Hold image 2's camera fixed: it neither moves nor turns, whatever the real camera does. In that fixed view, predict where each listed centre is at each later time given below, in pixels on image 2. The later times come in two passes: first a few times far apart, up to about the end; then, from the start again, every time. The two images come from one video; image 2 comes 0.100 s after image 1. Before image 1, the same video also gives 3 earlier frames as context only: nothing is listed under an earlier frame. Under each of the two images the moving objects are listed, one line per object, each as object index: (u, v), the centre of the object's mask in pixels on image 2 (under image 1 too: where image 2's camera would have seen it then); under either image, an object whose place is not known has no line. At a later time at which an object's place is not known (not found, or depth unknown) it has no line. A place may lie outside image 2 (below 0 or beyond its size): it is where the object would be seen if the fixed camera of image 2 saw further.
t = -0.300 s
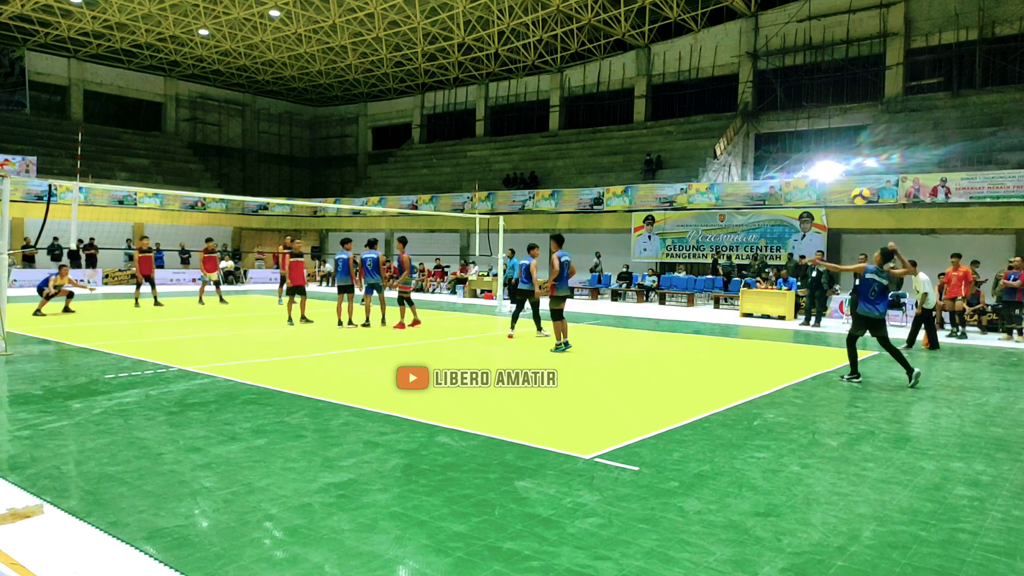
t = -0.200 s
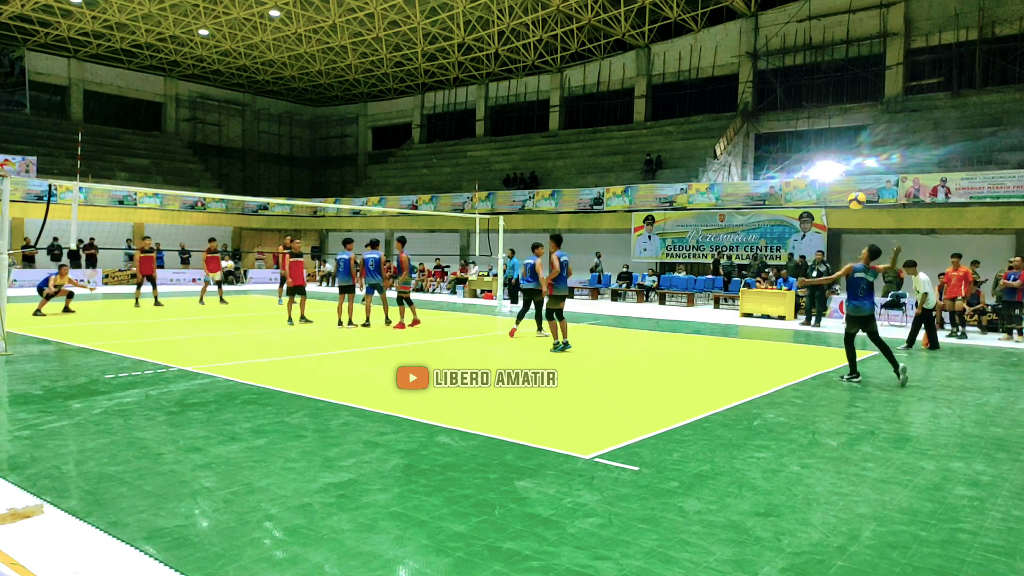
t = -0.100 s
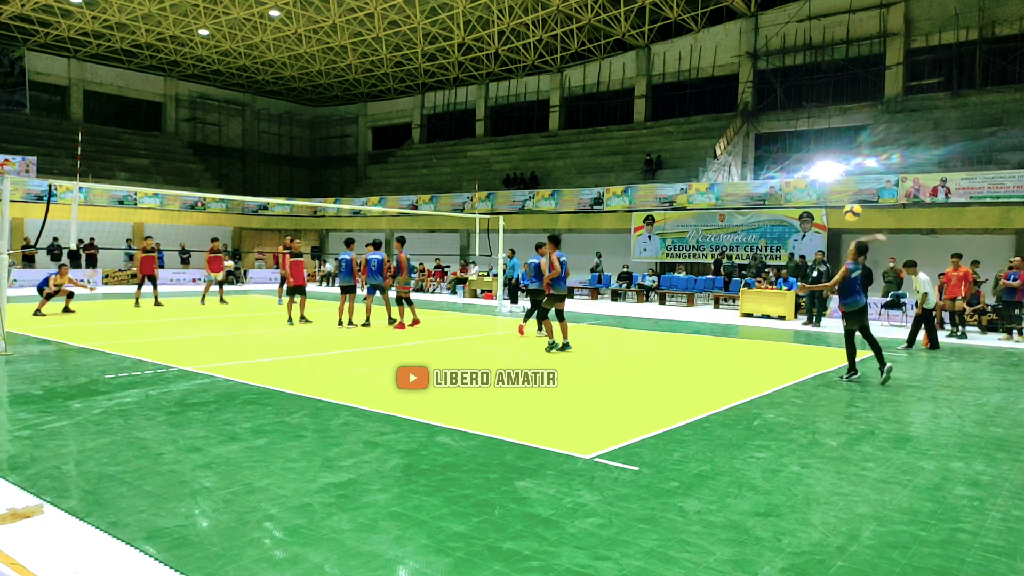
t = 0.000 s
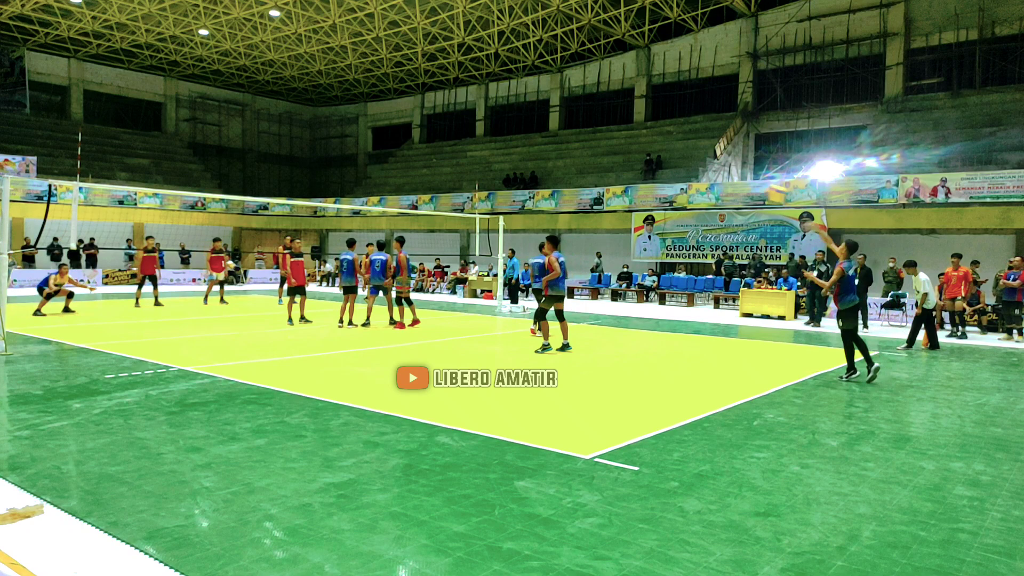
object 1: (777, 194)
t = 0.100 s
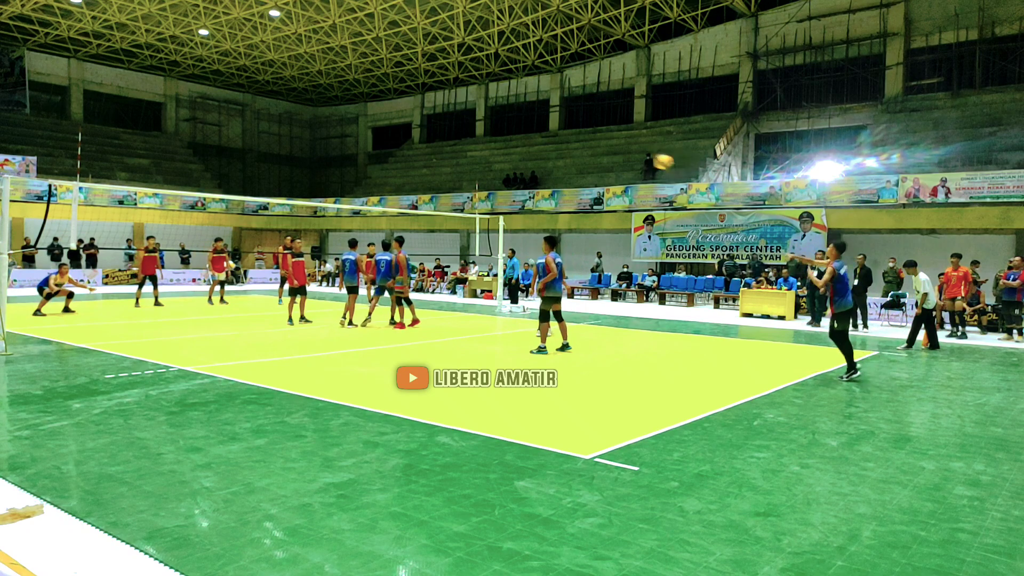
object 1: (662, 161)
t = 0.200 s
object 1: (581, 147)
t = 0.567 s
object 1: (362, 150)
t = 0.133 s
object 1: (634, 156)
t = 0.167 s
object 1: (607, 151)
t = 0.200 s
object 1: (581, 147)
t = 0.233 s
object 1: (557, 144)
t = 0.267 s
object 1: (534, 141)
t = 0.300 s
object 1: (512, 140)
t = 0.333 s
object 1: (490, 138)
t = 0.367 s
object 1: (469, 138)
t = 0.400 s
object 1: (449, 139)
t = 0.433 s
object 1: (431, 140)
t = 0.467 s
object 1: (412, 142)
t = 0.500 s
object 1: (395, 144)
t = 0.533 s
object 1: (378, 146)
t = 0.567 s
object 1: (362, 150)
